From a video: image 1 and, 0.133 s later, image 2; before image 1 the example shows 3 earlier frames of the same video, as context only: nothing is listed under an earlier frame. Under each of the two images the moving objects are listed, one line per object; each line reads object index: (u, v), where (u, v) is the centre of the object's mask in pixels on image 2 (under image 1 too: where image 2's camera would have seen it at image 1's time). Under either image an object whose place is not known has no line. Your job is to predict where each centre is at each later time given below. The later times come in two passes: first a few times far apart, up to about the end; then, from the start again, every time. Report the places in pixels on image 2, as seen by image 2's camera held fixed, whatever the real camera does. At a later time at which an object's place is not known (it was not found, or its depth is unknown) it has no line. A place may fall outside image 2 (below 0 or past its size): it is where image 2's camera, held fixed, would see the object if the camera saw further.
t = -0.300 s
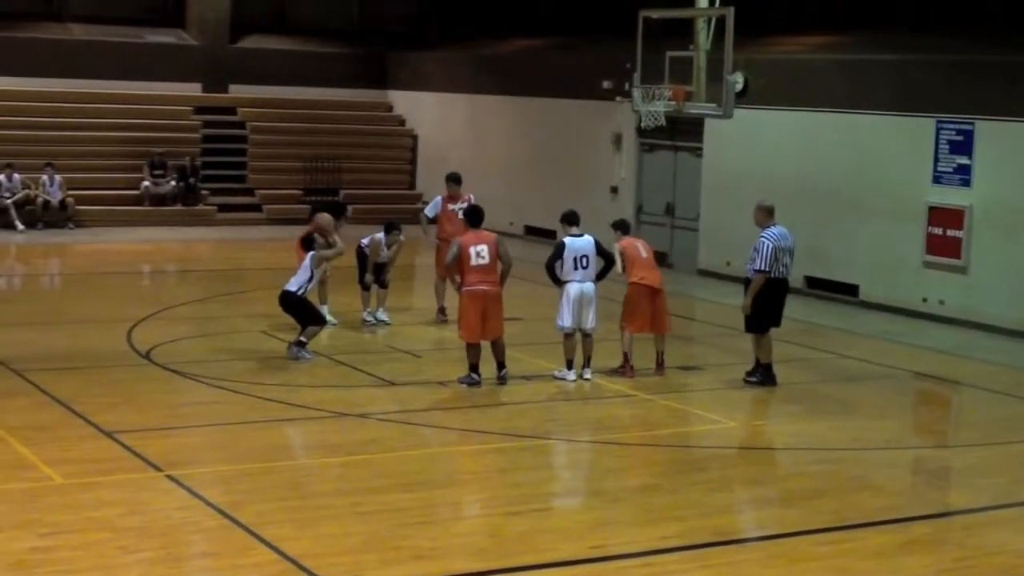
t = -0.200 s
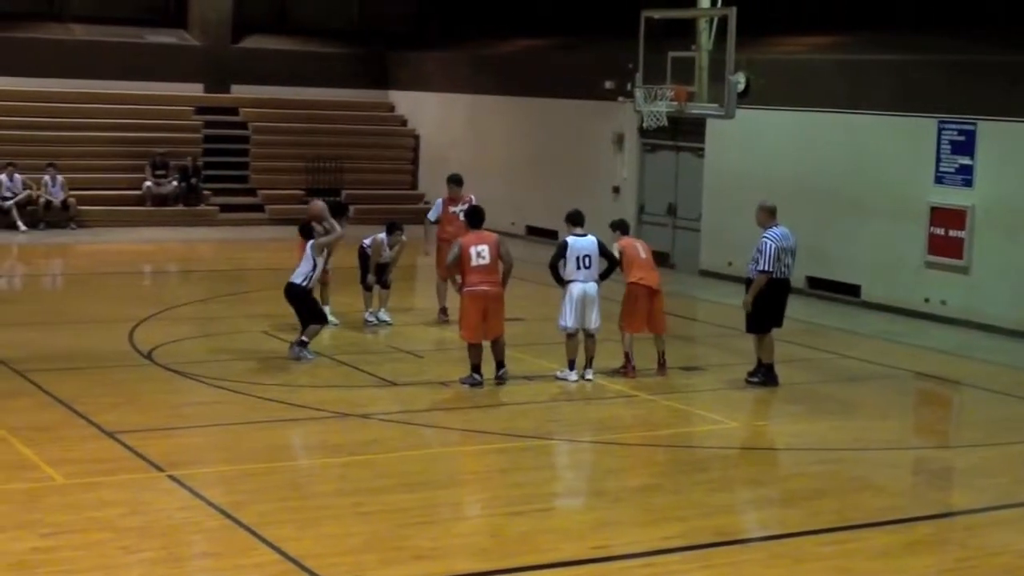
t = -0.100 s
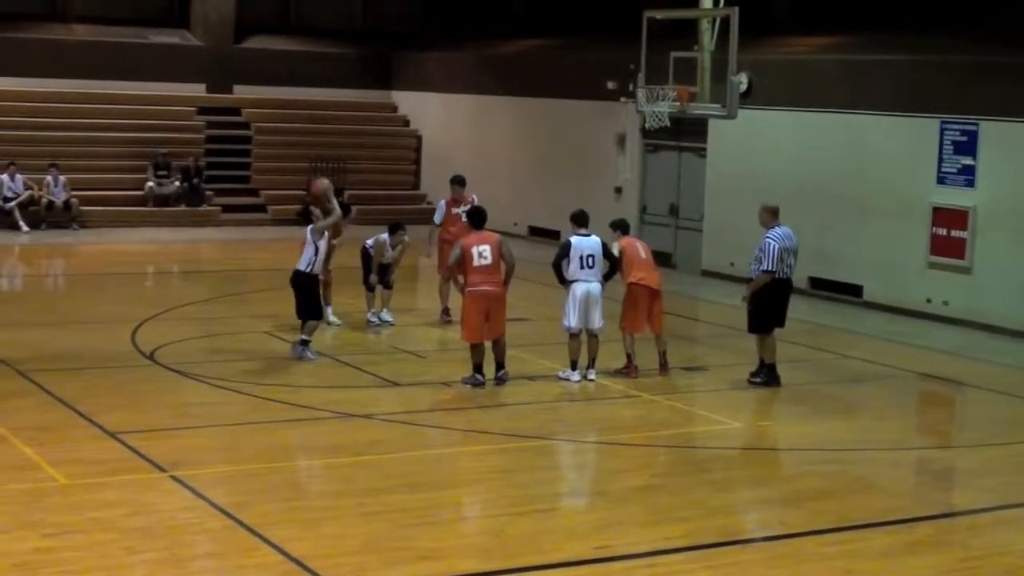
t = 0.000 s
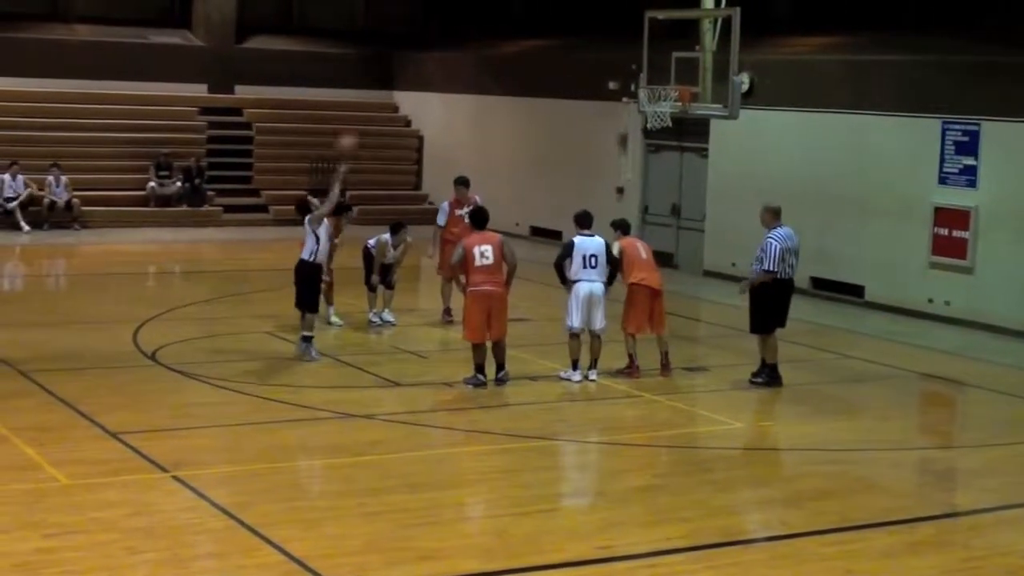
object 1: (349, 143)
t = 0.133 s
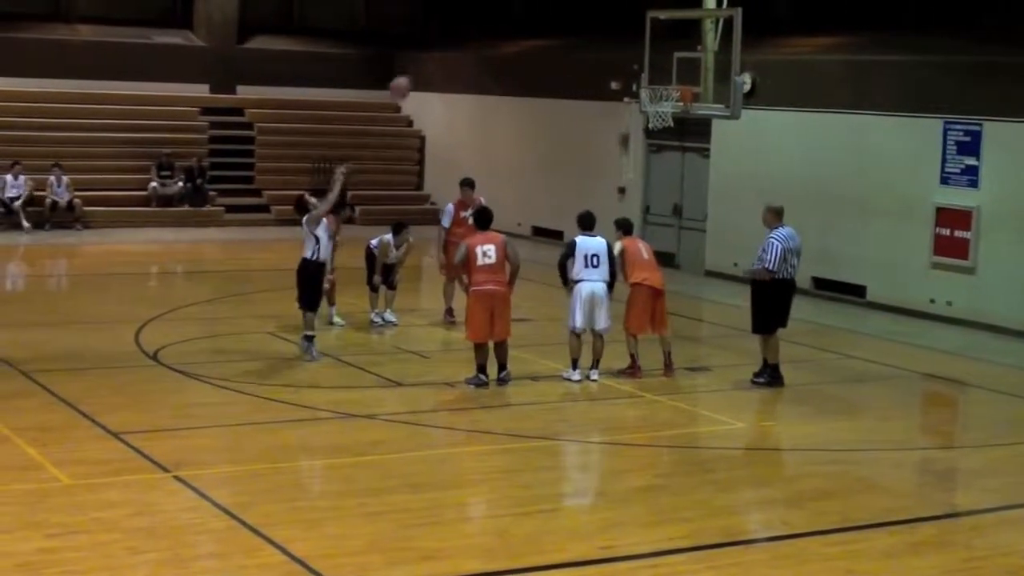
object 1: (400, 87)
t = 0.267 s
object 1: (451, 44)
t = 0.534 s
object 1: (544, 12)
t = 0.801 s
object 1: (628, 39)
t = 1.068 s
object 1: (641, 58)
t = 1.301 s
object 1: (571, 41)
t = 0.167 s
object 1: (413, 74)
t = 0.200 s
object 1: (426, 62)
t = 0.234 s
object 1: (438, 53)
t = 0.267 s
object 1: (451, 44)
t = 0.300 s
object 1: (463, 38)
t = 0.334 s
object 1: (475, 32)
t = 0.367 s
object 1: (486, 26)
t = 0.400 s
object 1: (498, 21)
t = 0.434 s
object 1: (510, 17)
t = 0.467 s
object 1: (522, 15)
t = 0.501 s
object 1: (533, 13)
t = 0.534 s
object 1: (544, 12)
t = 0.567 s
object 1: (555, 12)
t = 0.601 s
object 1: (566, 13)
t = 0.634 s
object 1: (577, 16)
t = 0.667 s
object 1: (587, 18)
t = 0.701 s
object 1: (597, 22)
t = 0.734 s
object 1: (608, 26)
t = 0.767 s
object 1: (618, 32)
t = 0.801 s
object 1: (628, 39)
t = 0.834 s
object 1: (637, 44)
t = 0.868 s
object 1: (647, 53)
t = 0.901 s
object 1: (657, 61)
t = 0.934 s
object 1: (666, 70)
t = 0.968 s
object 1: (670, 75)
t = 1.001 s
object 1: (660, 68)
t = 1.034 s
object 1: (651, 62)
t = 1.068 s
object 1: (641, 58)
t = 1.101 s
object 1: (632, 52)
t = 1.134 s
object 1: (622, 49)
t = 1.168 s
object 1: (611, 44)
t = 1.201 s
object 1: (602, 42)
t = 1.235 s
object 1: (591, 41)
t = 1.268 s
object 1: (581, 41)
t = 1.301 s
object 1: (571, 41)
